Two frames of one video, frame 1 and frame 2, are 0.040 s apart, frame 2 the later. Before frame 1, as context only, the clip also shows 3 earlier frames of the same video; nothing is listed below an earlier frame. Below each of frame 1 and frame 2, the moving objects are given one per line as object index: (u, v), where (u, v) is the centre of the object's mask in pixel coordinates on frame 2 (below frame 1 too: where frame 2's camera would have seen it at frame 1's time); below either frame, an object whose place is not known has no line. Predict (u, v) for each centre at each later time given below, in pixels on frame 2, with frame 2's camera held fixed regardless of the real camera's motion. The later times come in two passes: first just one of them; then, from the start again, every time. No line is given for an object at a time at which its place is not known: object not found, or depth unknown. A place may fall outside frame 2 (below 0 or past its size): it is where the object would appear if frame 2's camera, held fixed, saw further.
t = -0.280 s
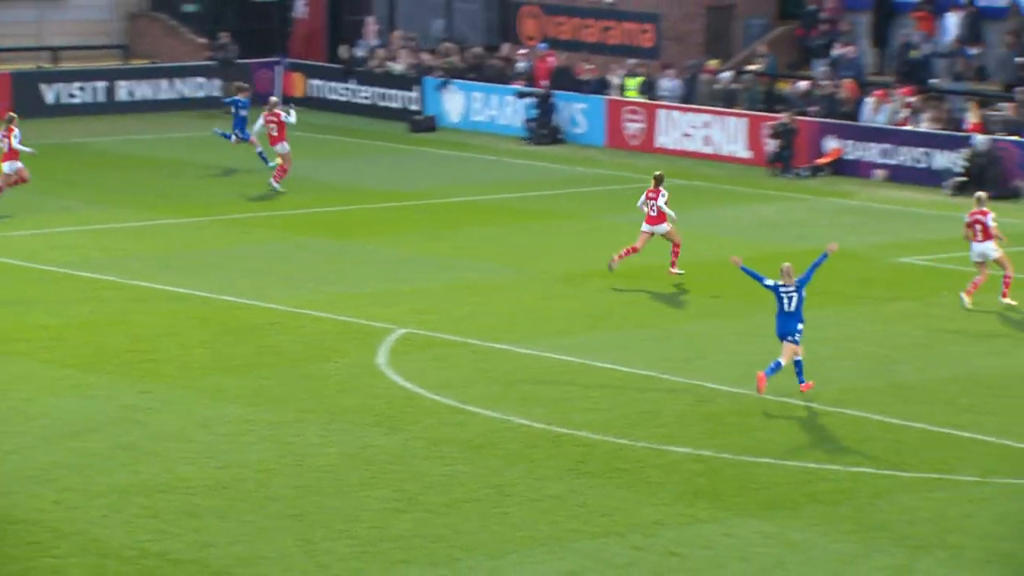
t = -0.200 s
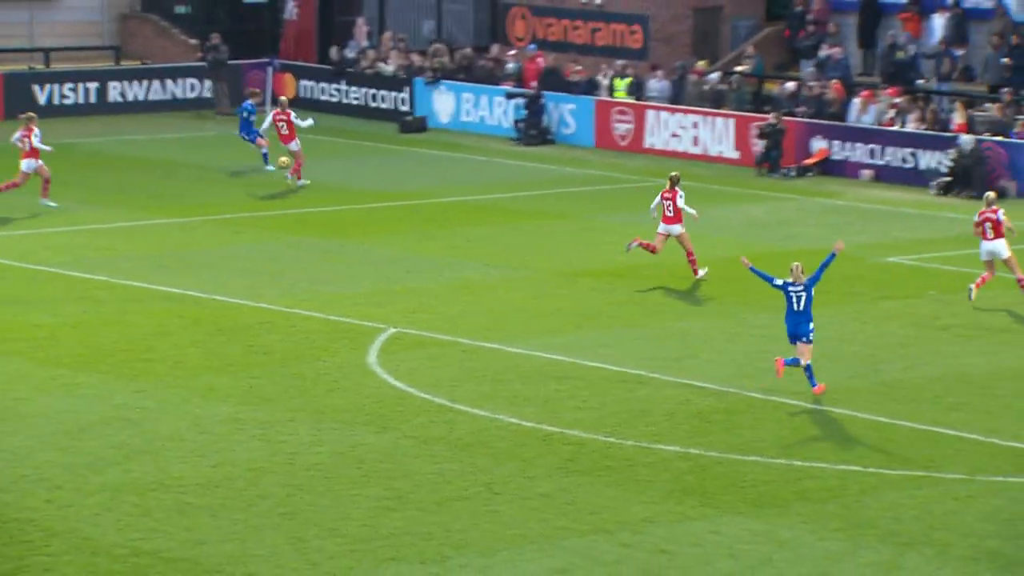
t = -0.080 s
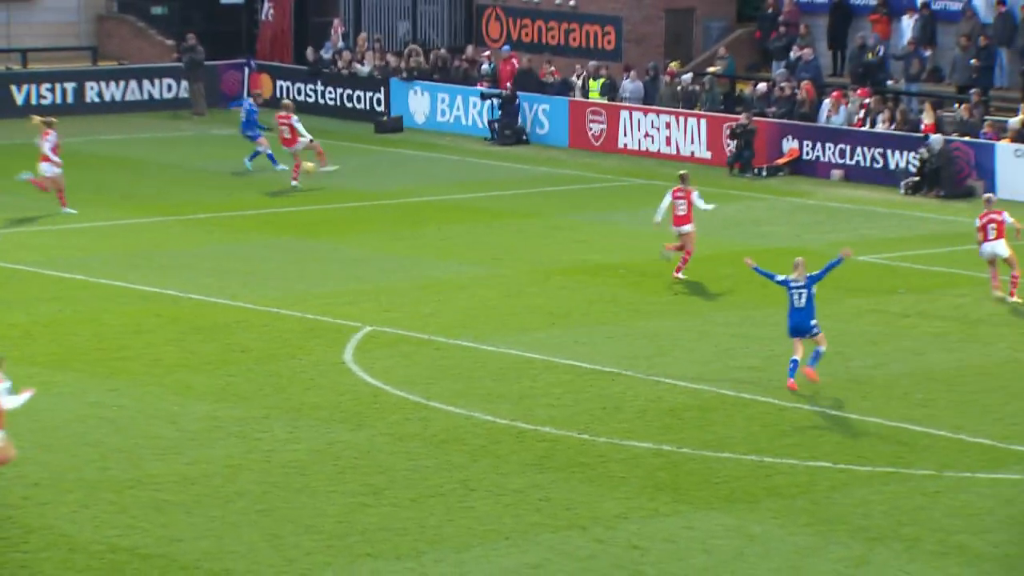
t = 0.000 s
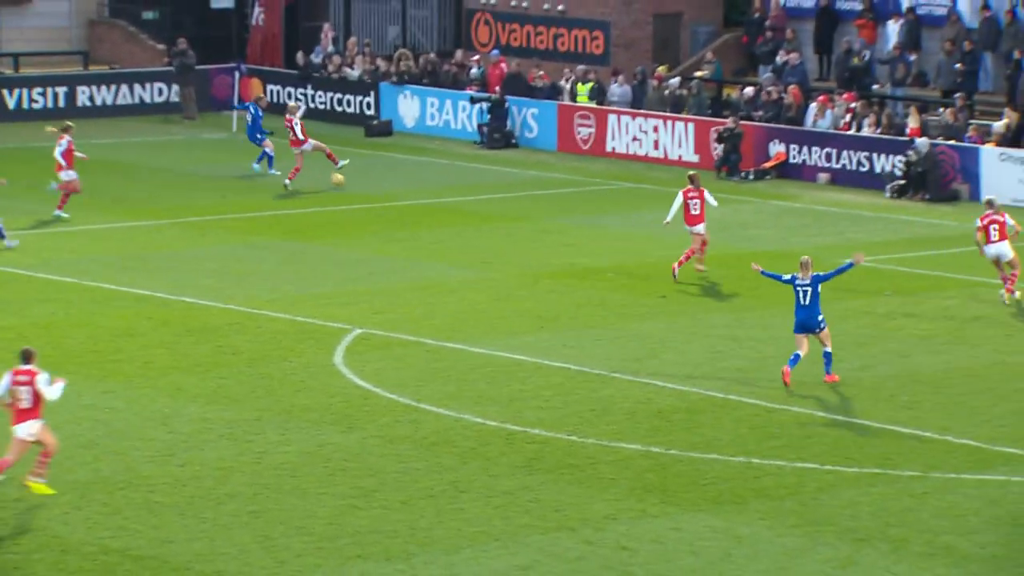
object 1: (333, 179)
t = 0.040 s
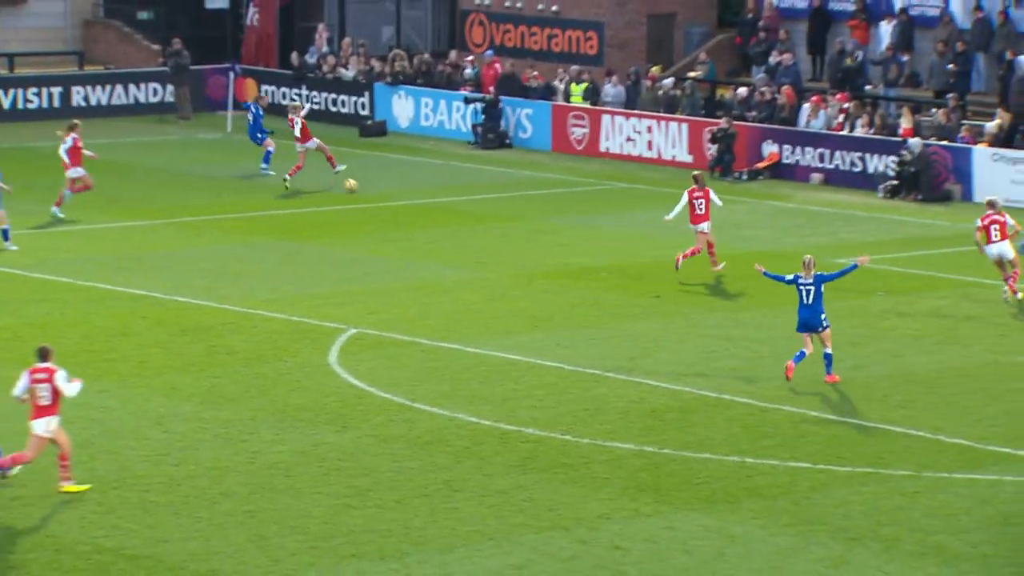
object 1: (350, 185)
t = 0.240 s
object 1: (429, 206)
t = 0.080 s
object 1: (368, 191)
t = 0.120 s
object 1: (384, 194)
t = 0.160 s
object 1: (399, 197)
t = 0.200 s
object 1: (414, 201)
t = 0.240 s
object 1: (429, 206)
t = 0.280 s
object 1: (445, 211)
